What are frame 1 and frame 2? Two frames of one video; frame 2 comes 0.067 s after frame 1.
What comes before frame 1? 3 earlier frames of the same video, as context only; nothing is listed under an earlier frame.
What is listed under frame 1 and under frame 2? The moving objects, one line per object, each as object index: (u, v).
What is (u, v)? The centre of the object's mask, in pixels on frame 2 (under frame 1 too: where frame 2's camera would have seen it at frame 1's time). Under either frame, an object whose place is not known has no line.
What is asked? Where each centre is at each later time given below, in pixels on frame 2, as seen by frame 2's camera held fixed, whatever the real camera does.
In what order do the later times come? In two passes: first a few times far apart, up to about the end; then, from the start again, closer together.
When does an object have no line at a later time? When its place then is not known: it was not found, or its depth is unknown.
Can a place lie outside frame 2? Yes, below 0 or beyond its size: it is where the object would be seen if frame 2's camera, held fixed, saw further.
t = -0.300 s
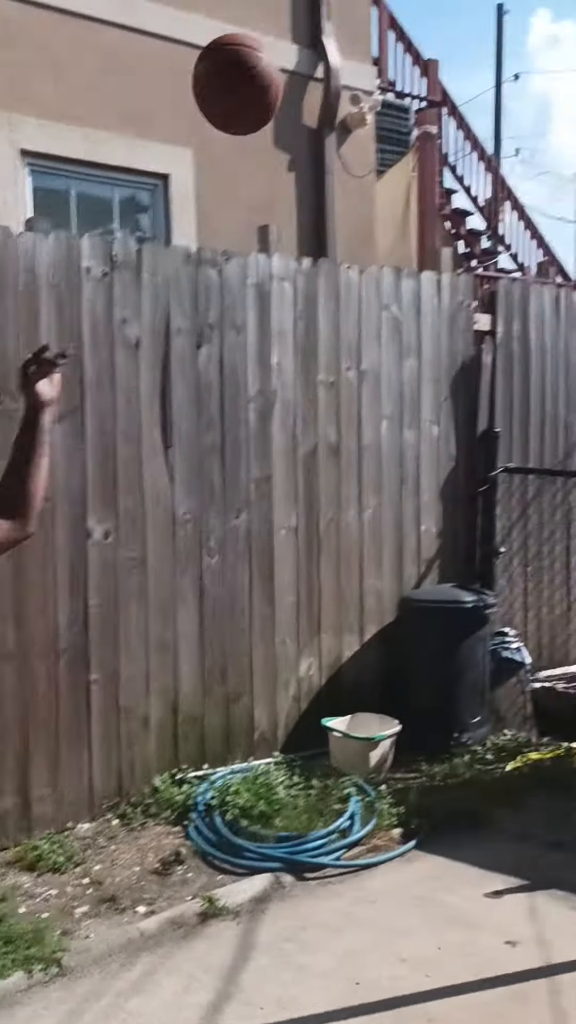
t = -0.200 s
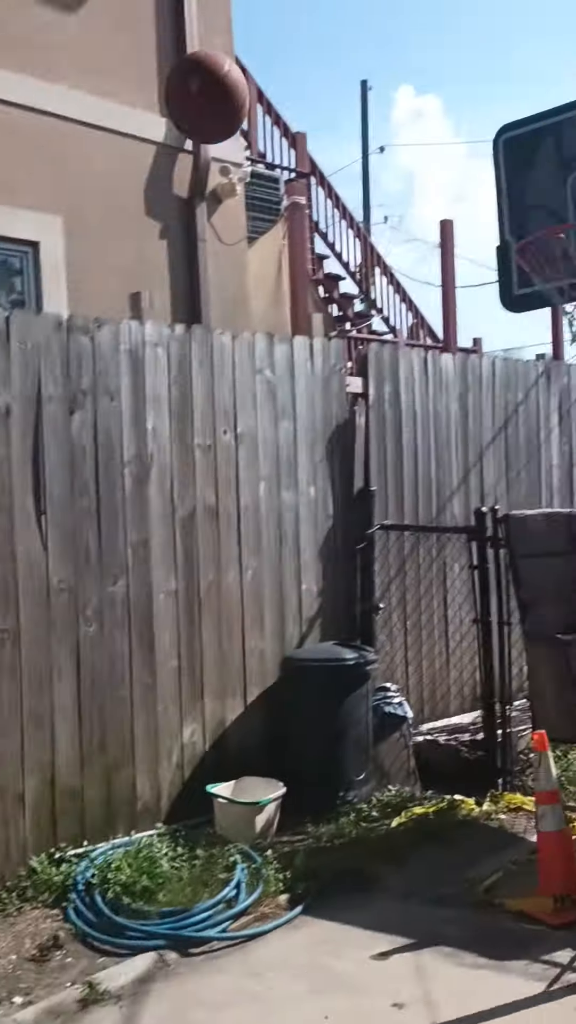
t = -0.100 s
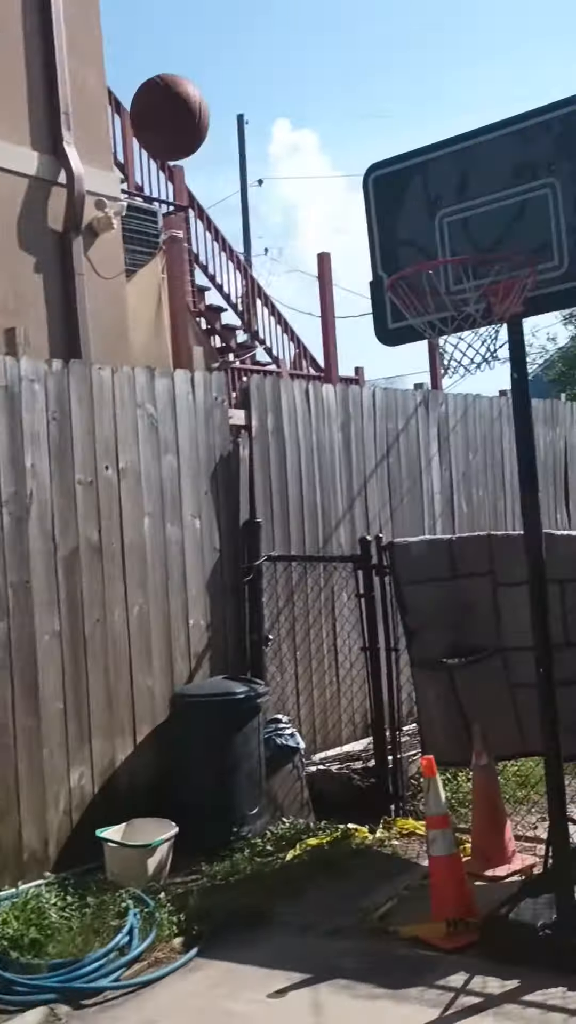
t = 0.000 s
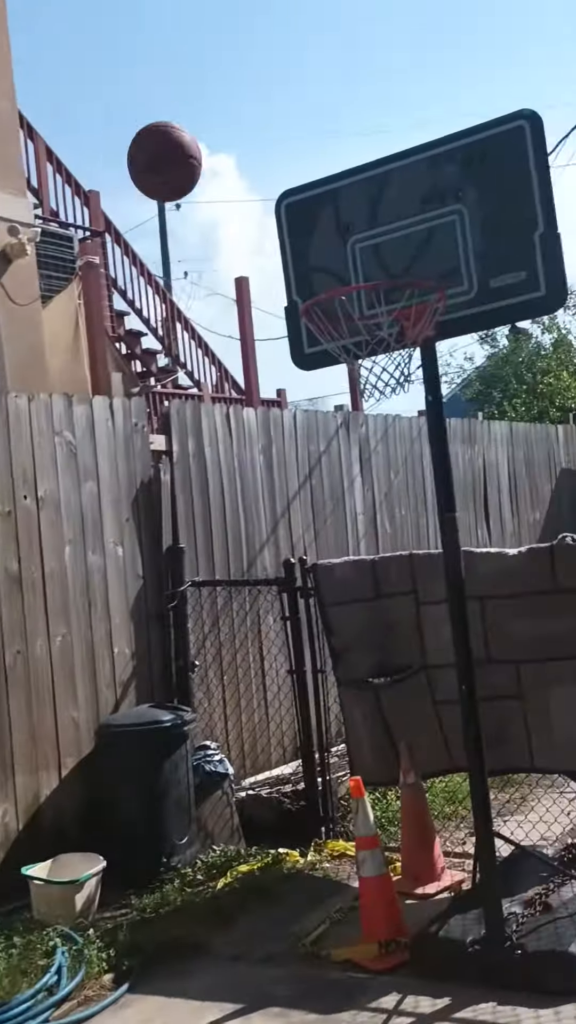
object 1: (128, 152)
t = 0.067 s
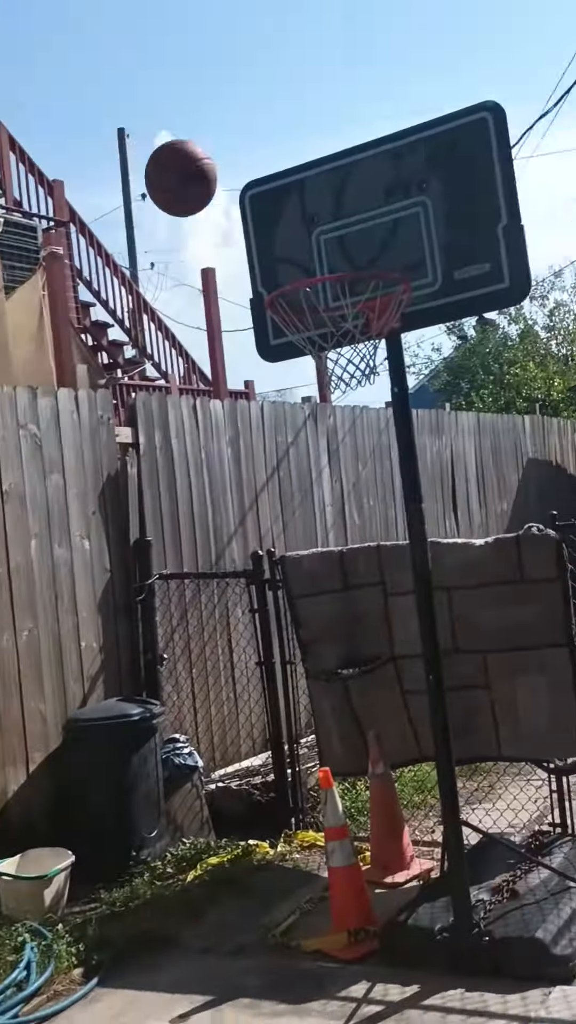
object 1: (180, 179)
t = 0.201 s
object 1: (276, 258)
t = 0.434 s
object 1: (271, 240)
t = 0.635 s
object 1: (228, 288)
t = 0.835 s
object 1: (200, 460)
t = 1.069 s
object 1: (178, 844)
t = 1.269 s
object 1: (146, 964)
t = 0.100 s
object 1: (205, 196)
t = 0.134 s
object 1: (231, 215)
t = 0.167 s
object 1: (255, 236)
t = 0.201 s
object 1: (276, 258)
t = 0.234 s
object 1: (292, 273)
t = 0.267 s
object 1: (295, 271)
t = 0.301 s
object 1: (295, 264)
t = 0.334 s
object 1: (295, 258)
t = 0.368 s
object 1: (287, 251)
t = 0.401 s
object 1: (280, 246)
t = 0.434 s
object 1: (271, 240)
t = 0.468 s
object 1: (261, 238)
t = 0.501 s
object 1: (255, 242)
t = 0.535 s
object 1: (248, 248)
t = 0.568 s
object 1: (241, 258)
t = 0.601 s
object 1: (234, 271)
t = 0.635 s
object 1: (228, 288)
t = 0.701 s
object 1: (219, 330)
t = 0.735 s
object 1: (214, 357)
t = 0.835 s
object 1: (200, 460)
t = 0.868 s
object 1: (196, 503)
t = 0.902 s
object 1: (192, 549)
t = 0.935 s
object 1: (188, 600)
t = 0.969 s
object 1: (185, 655)
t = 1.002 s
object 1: (182, 714)
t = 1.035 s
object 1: (182, 776)
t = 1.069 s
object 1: (178, 844)
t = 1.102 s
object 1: (175, 918)
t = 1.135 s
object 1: (170, 996)
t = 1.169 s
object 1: (168, 1077)
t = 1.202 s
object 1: (162, 1063)
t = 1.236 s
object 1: (154, 1012)
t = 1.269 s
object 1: (146, 964)
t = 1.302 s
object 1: (145, 919)
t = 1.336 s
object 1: (139, 881)
